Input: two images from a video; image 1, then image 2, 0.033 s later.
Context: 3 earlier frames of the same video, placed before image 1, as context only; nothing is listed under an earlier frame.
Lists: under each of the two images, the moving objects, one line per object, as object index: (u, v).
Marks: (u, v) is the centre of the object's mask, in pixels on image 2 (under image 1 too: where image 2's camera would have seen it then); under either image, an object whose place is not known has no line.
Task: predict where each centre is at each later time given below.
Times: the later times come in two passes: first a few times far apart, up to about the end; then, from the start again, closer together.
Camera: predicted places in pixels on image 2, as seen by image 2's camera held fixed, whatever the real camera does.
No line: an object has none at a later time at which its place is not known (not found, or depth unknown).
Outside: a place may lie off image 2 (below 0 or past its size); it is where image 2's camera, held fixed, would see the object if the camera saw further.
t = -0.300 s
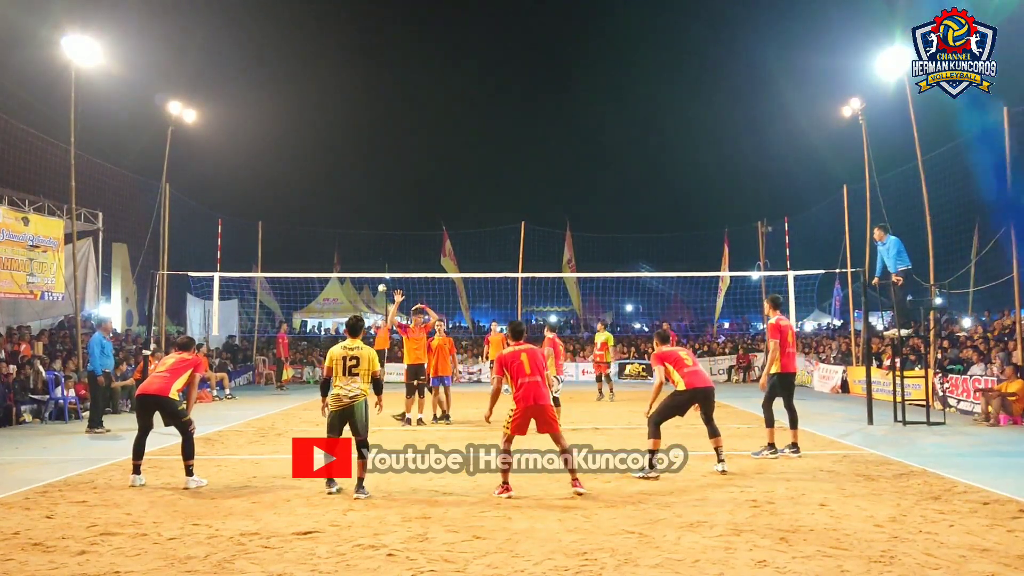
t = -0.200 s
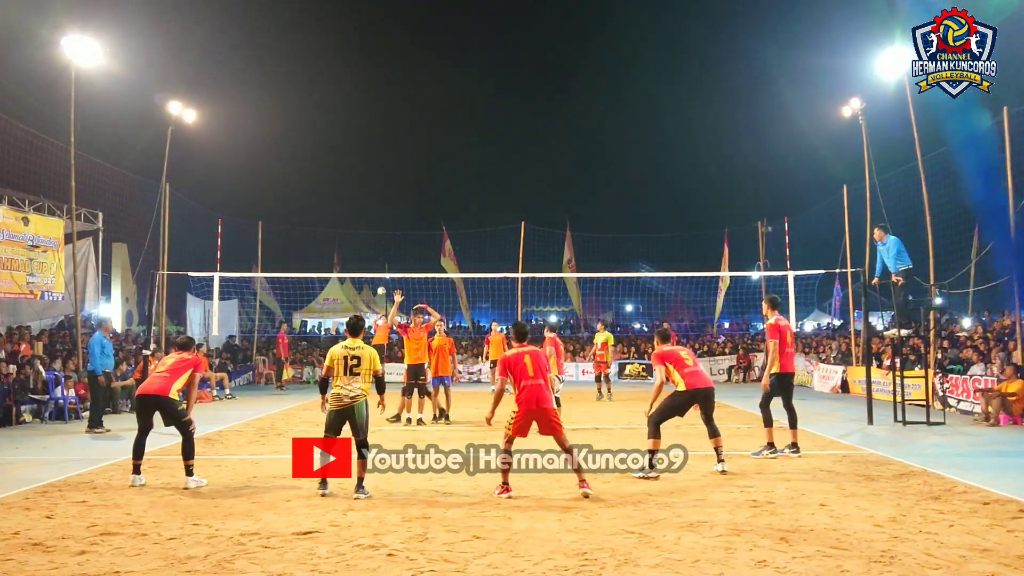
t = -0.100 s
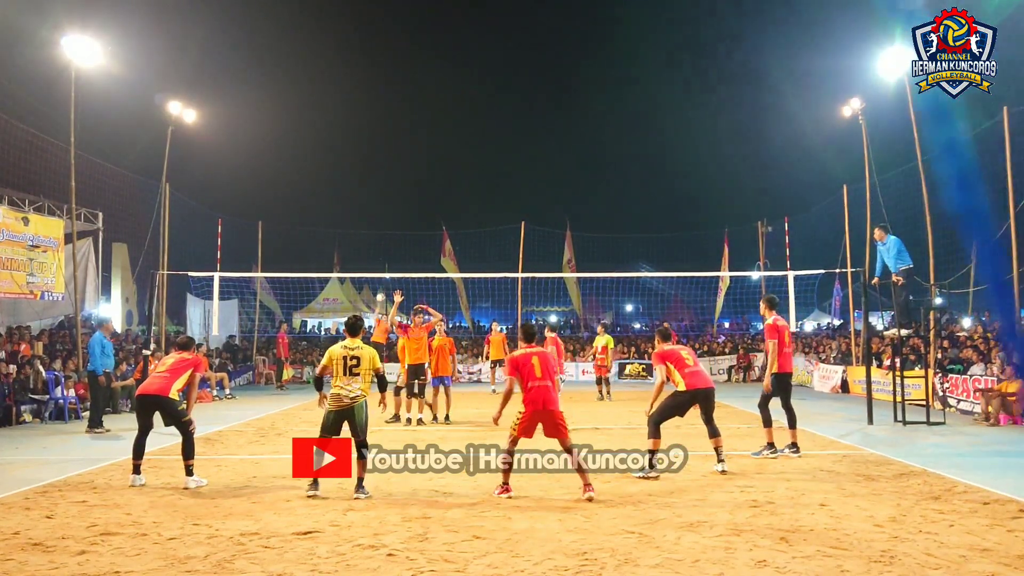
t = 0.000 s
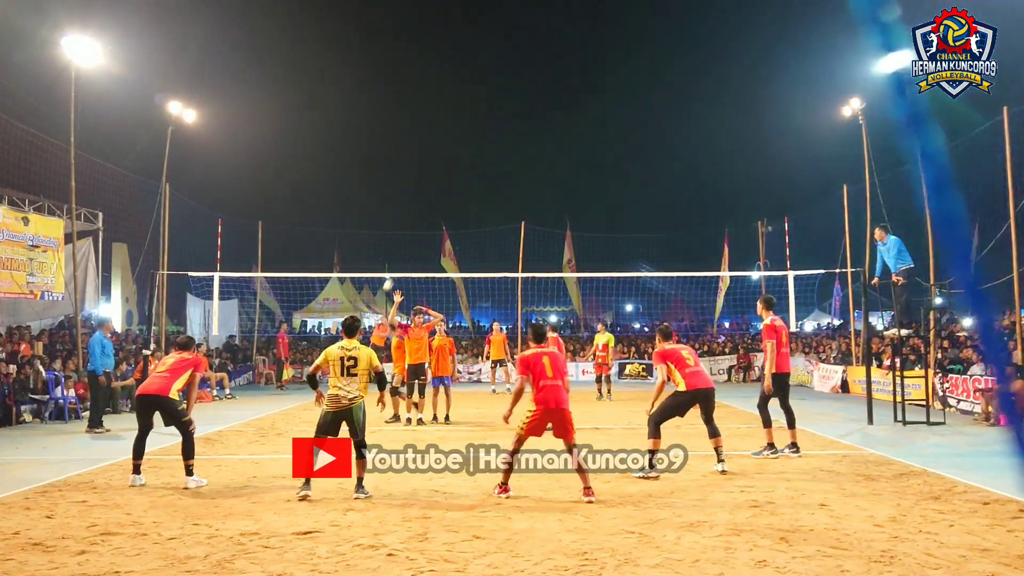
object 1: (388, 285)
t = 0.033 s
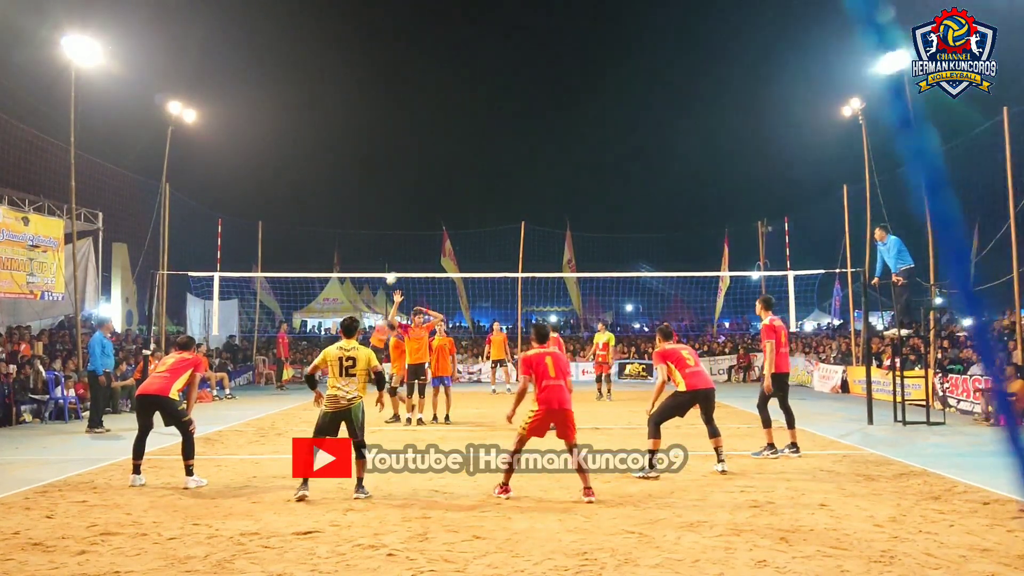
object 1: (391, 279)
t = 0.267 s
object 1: (423, 232)
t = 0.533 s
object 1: (468, 184)
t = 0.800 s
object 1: (529, 167)
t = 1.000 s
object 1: (600, 208)
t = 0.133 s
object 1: (404, 259)
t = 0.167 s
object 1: (408, 252)
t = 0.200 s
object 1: (413, 245)
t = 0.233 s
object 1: (418, 239)
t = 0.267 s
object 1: (423, 232)
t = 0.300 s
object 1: (428, 226)
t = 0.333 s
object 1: (433, 220)
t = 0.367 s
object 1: (438, 213)
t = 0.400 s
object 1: (444, 207)
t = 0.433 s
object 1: (450, 201)
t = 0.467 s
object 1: (455, 195)
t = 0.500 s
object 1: (462, 189)
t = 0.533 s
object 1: (468, 184)
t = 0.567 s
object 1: (474, 180)
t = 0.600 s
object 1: (481, 176)
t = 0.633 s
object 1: (488, 172)
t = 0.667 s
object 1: (496, 169)
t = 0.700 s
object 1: (503, 167)
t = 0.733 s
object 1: (512, 166)
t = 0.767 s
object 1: (520, 166)
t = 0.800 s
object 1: (529, 167)
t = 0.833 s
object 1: (539, 169)
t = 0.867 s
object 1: (549, 173)
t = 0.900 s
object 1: (560, 178)
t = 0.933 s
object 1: (572, 185)
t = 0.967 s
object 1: (585, 195)
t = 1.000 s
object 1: (600, 208)
